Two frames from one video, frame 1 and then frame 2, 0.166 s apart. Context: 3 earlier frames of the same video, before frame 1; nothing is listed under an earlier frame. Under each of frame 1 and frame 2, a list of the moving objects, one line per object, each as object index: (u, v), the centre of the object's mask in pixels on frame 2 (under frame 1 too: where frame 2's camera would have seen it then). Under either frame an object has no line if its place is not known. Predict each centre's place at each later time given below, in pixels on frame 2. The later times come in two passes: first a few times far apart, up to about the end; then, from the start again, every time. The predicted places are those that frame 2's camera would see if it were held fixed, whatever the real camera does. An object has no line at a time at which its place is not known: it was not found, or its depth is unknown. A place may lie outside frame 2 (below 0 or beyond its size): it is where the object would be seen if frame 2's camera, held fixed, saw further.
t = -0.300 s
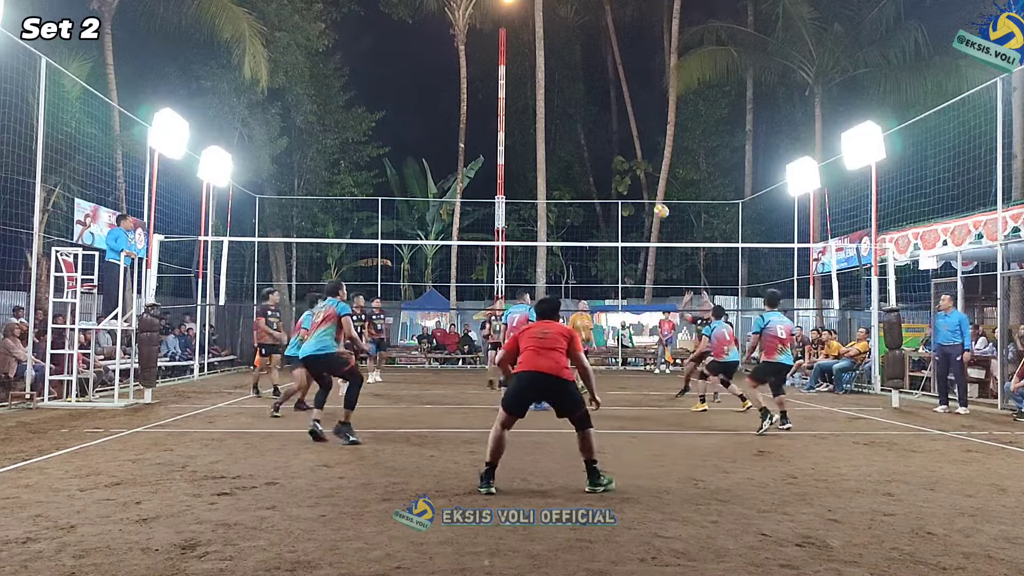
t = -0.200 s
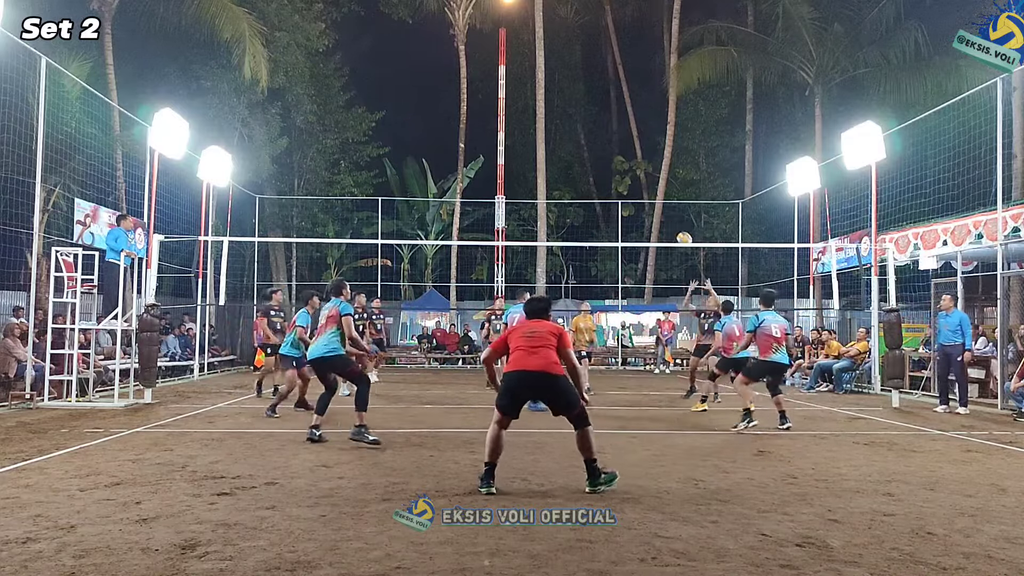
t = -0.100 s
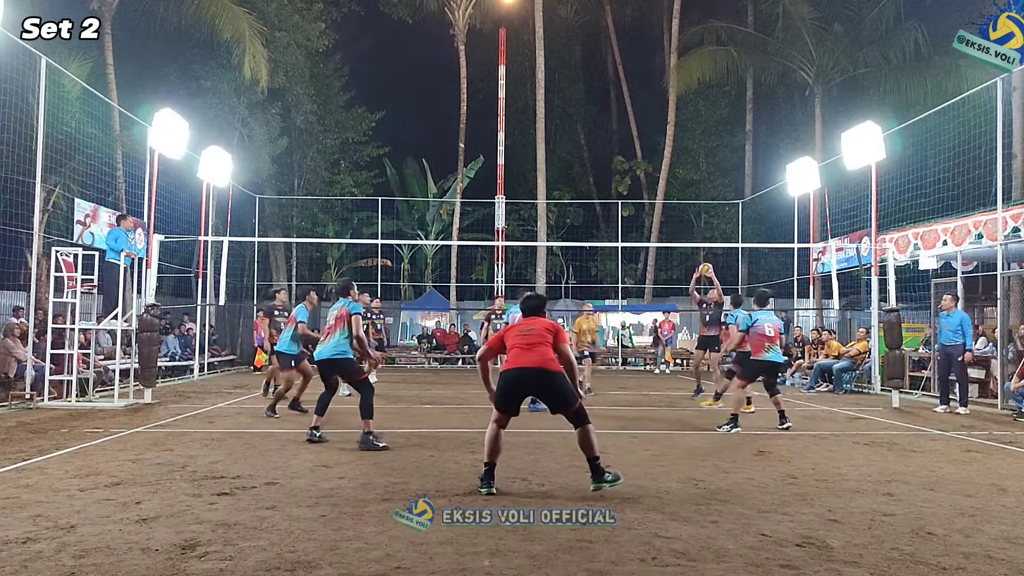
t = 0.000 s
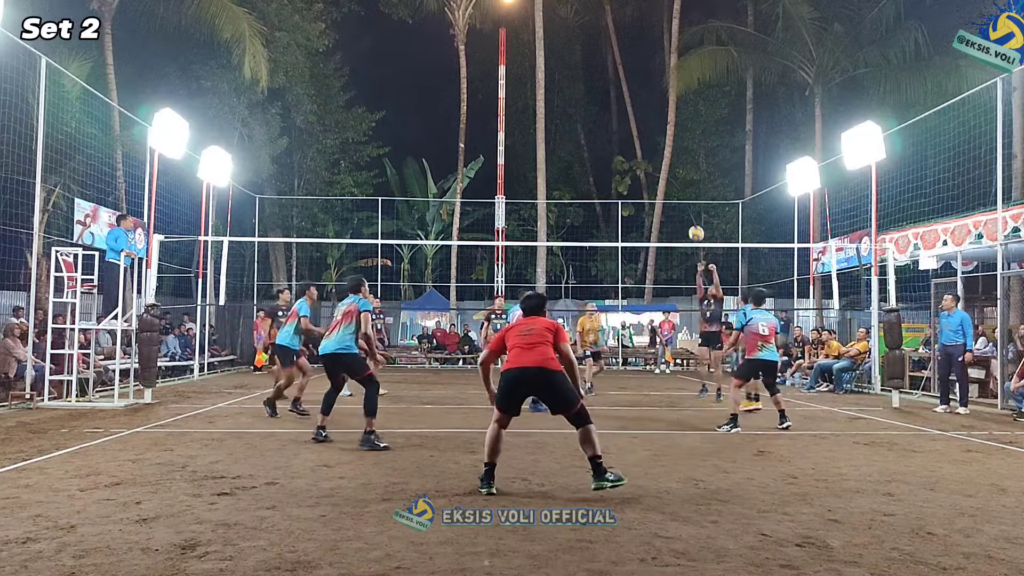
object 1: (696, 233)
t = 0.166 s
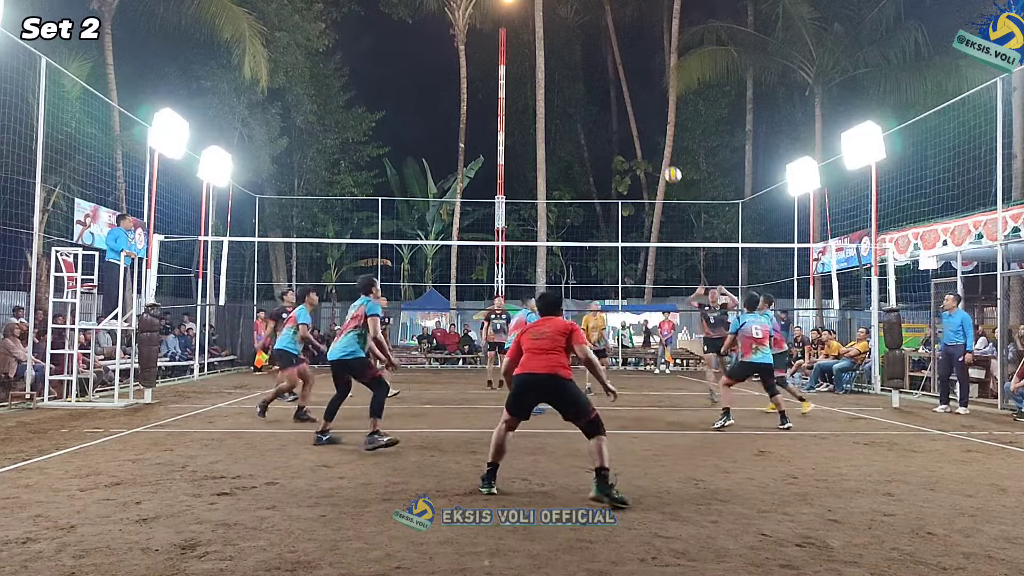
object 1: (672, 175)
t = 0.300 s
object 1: (649, 135)
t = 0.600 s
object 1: (583, 76)
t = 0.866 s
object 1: (498, 82)
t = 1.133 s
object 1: (375, 189)
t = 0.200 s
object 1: (667, 164)
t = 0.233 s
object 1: (661, 154)
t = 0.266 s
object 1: (656, 144)
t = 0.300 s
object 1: (649, 135)
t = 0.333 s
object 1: (643, 127)
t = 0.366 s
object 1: (636, 118)
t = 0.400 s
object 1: (630, 110)
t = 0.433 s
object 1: (622, 103)
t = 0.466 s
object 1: (615, 96)
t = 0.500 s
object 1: (608, 90)
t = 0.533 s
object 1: (599, 85)
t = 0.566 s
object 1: (591, 80)
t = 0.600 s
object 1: (583, 76)
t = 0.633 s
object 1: (574, 73)
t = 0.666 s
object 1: (565, 71)
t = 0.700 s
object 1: (555, 70)
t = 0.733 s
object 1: (544, 70)
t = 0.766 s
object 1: (533, 71)
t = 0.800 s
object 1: (522, 73)
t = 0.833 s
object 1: (511, 76)
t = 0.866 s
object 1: (498, 82)
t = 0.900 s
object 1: (485, 89)
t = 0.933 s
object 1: (472, 97)
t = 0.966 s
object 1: (457, 107)
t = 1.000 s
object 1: (442, 120)
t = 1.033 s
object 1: (427, 134)
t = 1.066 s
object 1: (410, 151)
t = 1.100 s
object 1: (393, 169)
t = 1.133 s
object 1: (375, 189)
